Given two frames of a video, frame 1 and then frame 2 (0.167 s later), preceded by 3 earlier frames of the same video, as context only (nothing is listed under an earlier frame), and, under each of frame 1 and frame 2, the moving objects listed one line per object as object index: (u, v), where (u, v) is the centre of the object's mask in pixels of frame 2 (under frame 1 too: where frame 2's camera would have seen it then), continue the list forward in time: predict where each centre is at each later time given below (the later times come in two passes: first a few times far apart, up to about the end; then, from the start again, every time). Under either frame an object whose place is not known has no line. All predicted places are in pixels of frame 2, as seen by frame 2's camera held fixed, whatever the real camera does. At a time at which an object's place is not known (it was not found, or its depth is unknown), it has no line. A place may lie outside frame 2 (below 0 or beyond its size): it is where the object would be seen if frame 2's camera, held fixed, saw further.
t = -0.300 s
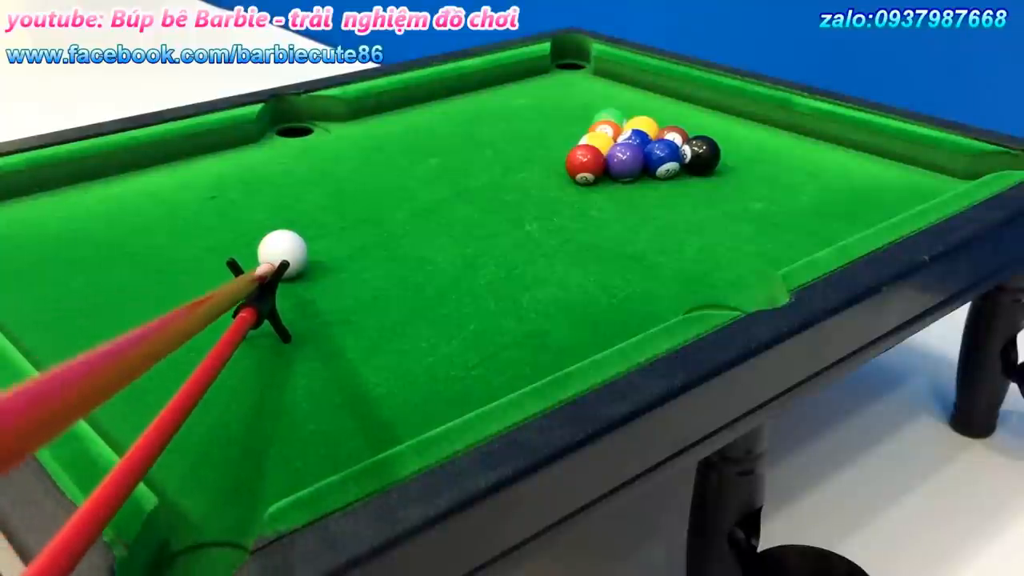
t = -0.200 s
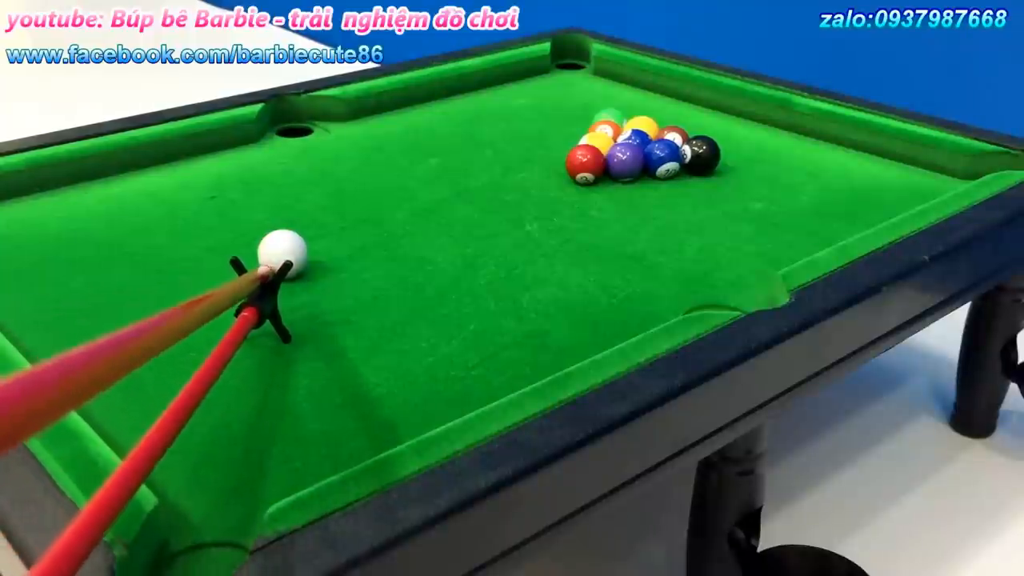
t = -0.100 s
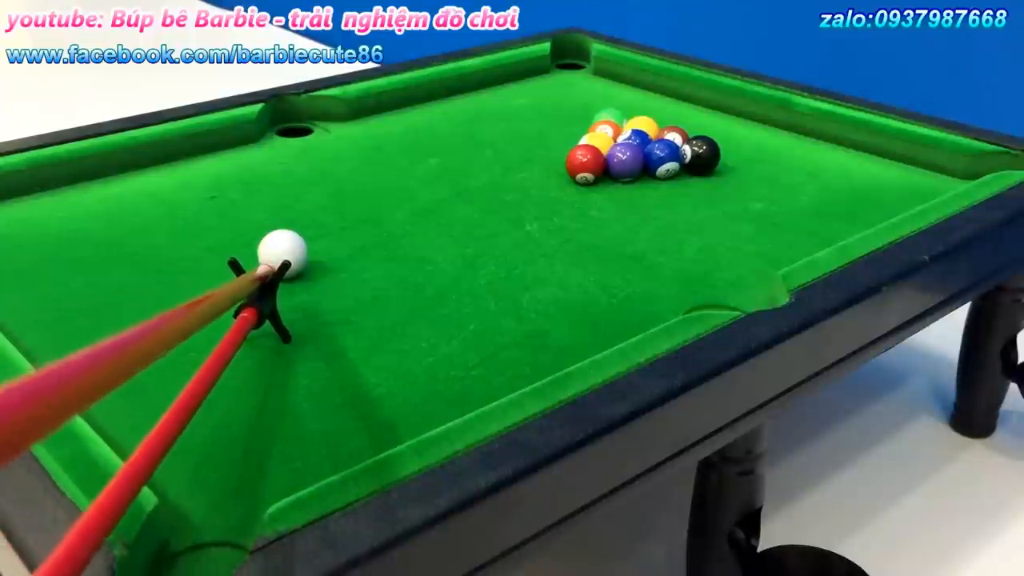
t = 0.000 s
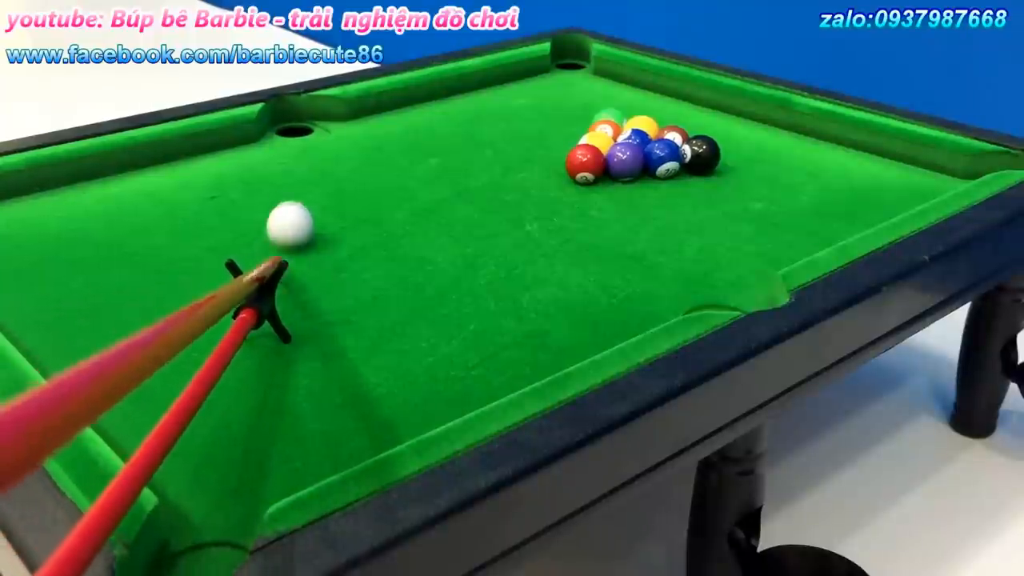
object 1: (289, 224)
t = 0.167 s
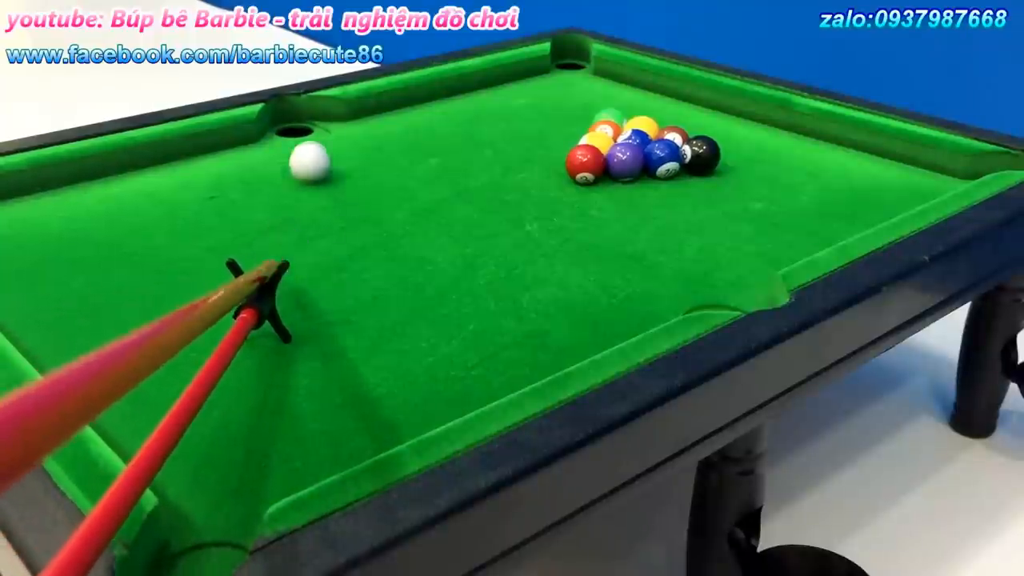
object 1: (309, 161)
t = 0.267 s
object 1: (320, 133)
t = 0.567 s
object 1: (296, 123)
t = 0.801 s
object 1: (296, 121)
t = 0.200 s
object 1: (313, 152)
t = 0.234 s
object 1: (316, 142)
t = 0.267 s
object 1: (320, 133)
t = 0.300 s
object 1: (322, 124)
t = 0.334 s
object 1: (325, 117)
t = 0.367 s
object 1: (326, 111)
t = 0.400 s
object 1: (320, 112)
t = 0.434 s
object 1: (314, 118)
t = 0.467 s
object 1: (309, 120)
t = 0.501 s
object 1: (303, 122)
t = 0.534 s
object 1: (299, 123)
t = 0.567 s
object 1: (296, 123)
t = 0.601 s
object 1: (297, 123)
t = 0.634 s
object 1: (297, 122)
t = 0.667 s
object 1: (298, 121)
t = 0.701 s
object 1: (298, 120)
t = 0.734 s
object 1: (298, 119)
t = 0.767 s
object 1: (297, 119)
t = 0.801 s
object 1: (296, 121)
